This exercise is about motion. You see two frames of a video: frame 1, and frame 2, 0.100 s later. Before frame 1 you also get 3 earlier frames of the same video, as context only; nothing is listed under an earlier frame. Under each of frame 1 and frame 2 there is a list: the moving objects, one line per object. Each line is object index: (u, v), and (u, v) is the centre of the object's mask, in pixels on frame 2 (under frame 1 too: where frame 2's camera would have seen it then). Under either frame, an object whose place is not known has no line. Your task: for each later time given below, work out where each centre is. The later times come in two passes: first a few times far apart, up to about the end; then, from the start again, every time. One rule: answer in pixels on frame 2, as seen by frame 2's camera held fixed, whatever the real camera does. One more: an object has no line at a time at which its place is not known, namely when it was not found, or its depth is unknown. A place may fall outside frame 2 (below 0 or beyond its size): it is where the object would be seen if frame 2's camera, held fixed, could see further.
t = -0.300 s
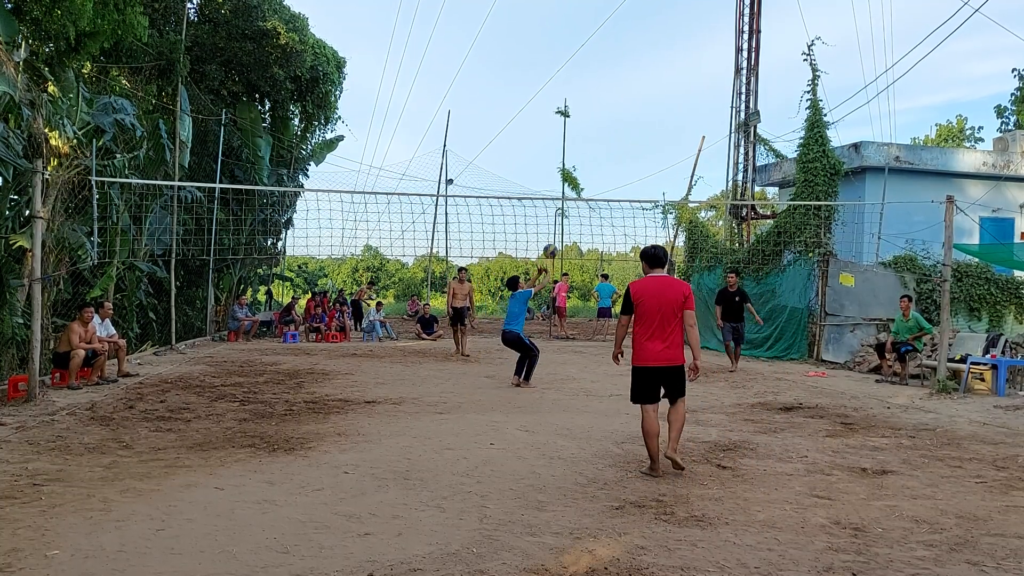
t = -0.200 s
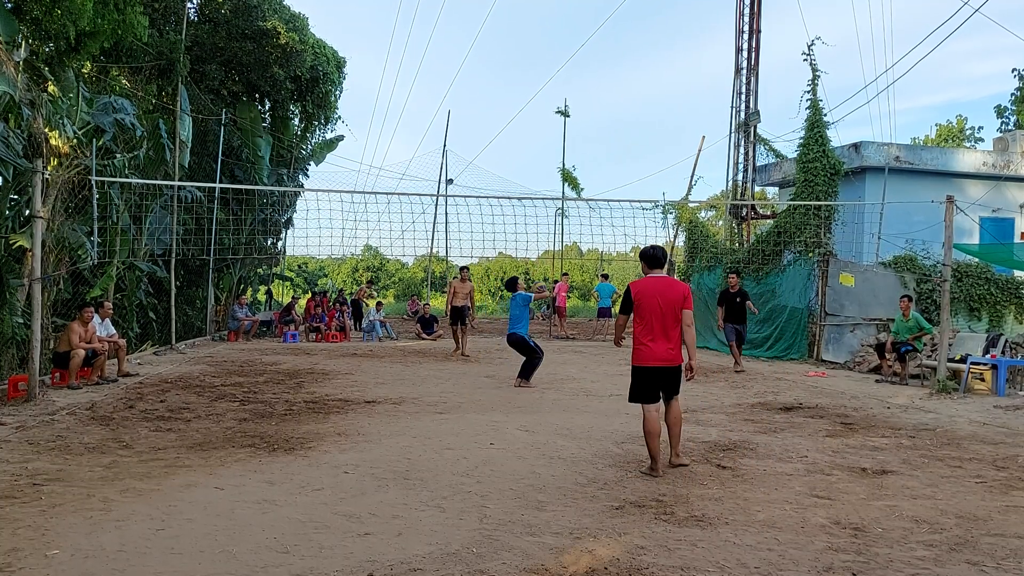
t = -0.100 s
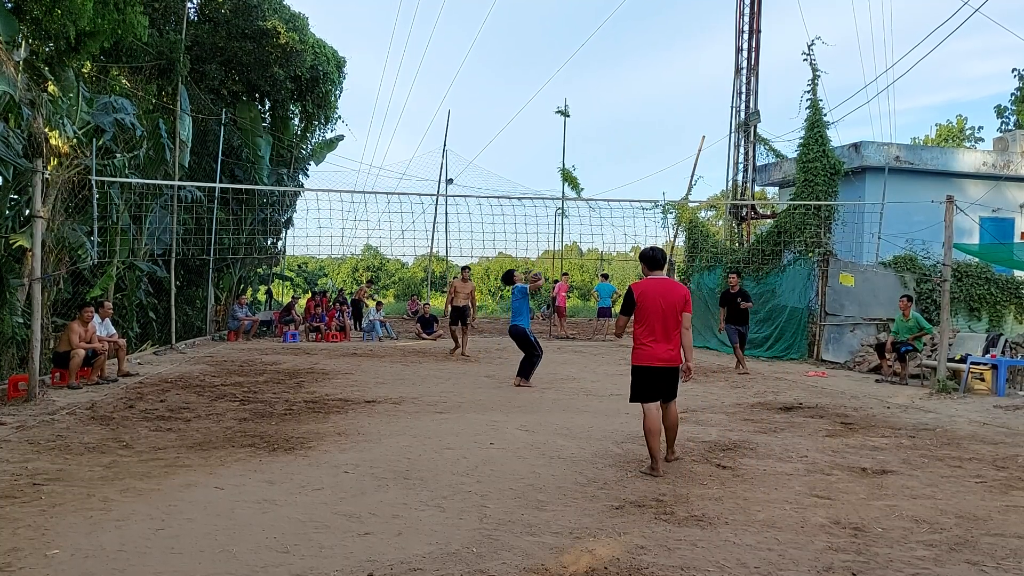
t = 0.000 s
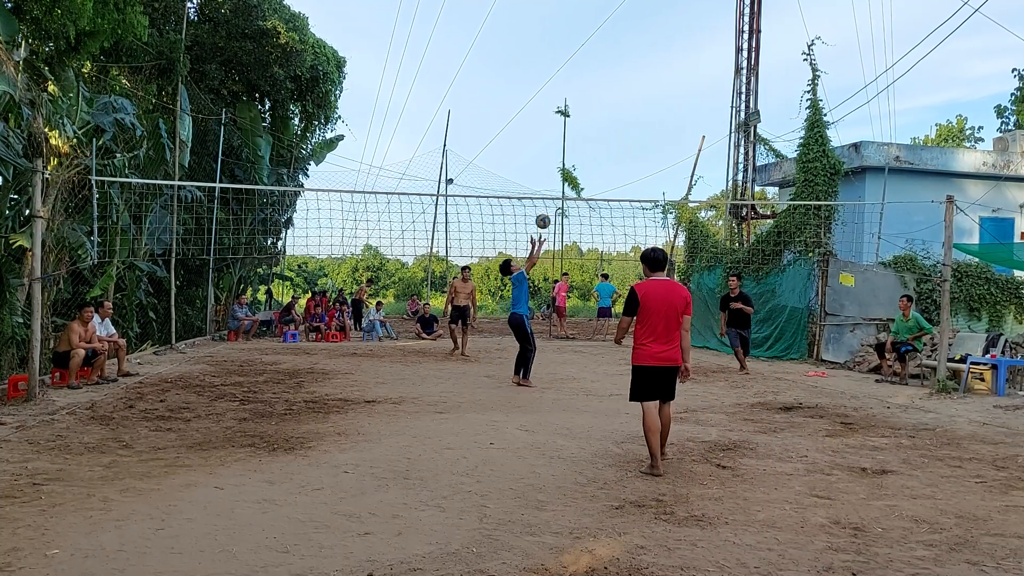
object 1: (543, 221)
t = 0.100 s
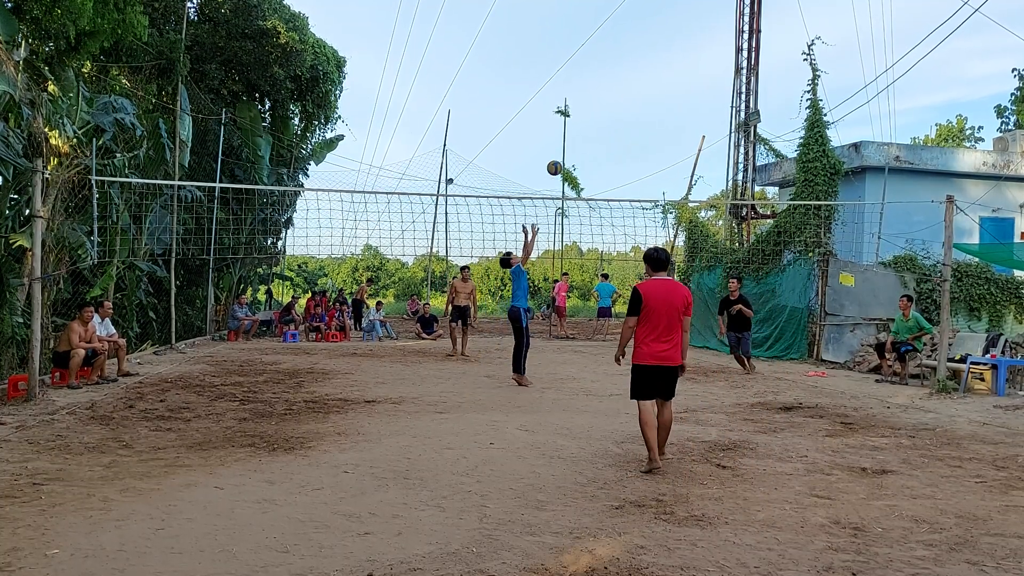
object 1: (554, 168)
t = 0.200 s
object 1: (565, 122)
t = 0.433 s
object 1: (590, 45)
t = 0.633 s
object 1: (609, 11)
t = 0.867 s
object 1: (629, 9)
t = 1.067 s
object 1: (646, 40)
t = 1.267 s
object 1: (660, 99)
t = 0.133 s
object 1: (558, 152)
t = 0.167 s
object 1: (562, 137)
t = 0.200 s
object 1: (565, 122)
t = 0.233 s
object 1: (569, 109)
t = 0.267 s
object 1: (573, 96)
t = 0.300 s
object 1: (576, 84)
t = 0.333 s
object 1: (579, 73)
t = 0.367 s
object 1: (583, 63)
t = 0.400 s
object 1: (586, 53)
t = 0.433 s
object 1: (590, 45)
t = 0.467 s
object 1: (593, 37)
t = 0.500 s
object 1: (596, 30)
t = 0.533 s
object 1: (599, 24)
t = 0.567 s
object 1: (602, 19)
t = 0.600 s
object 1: (606, 14)
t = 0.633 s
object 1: (609, 11)
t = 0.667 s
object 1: (612, 8)
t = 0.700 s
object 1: (615, 7)
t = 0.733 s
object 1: (618, 6)
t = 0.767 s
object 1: (621, 6)
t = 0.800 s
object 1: (623, 6)
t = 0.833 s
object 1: (626, 7)
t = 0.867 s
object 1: (629, 9)
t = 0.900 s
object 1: (632, 12)
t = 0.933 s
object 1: (635, 16)
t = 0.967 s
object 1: (638, 21)
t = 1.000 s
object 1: (640, 26)
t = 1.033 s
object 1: (643, 33)
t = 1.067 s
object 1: (646, 40)
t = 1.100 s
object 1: (648, 48)
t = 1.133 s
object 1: (651, 56)
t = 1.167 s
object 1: (653, 66)
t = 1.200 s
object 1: (656, 76)
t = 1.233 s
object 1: (658, 87)
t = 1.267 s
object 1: (660, 99)
